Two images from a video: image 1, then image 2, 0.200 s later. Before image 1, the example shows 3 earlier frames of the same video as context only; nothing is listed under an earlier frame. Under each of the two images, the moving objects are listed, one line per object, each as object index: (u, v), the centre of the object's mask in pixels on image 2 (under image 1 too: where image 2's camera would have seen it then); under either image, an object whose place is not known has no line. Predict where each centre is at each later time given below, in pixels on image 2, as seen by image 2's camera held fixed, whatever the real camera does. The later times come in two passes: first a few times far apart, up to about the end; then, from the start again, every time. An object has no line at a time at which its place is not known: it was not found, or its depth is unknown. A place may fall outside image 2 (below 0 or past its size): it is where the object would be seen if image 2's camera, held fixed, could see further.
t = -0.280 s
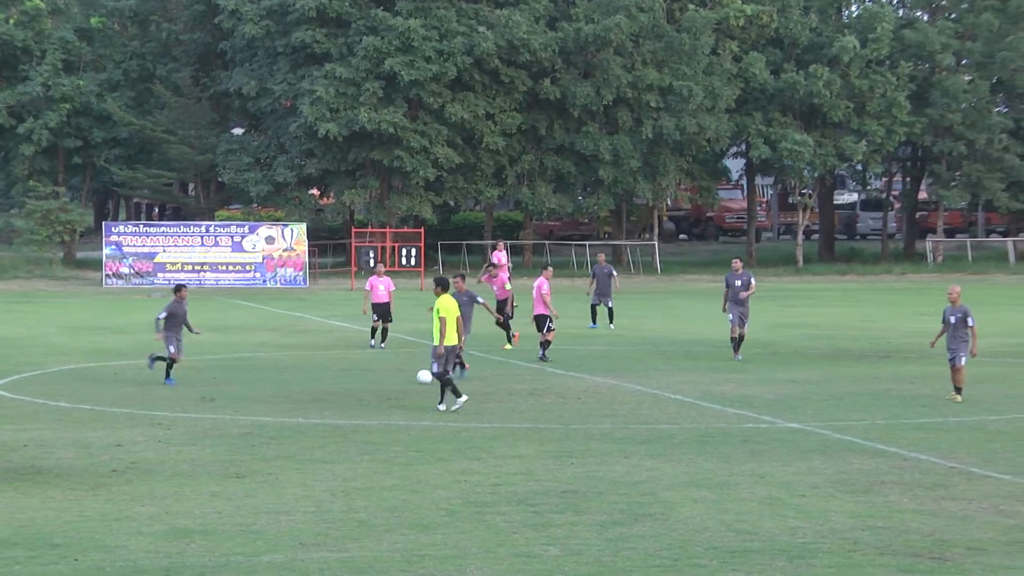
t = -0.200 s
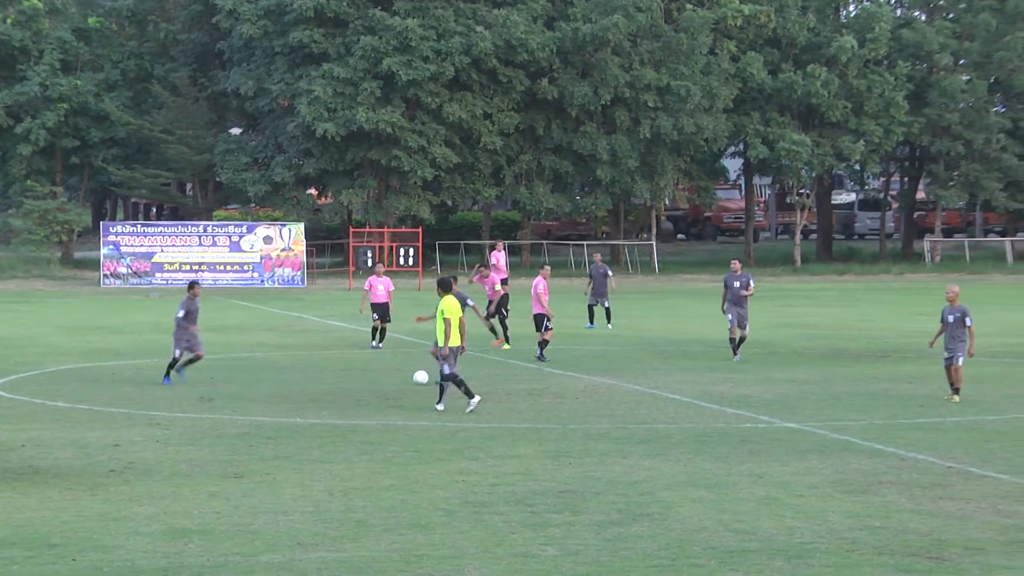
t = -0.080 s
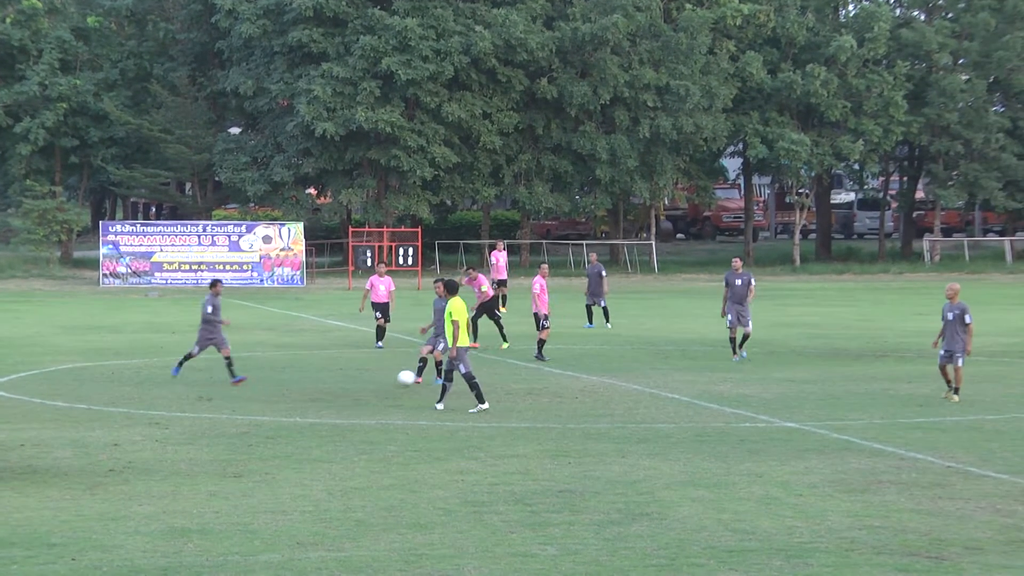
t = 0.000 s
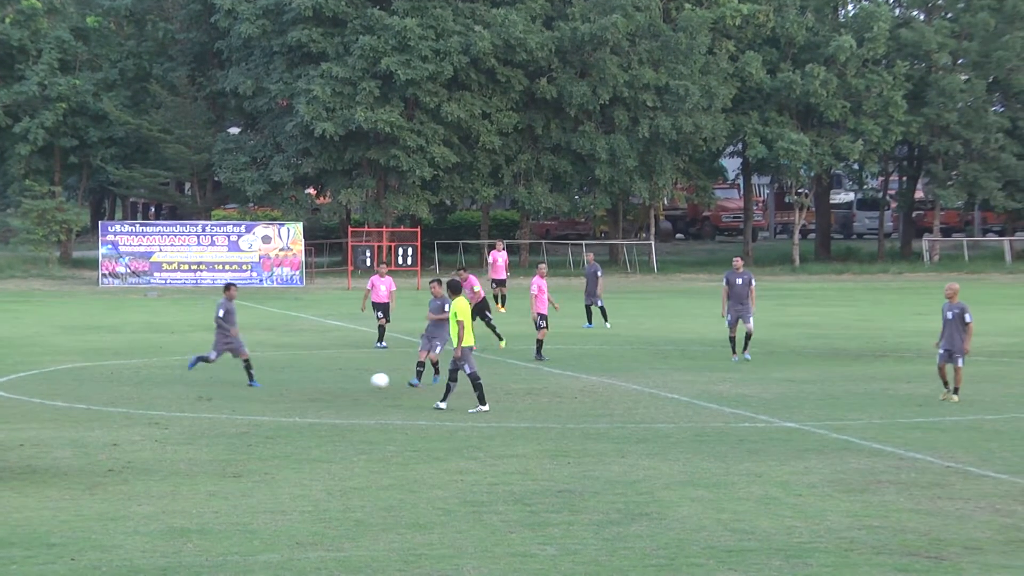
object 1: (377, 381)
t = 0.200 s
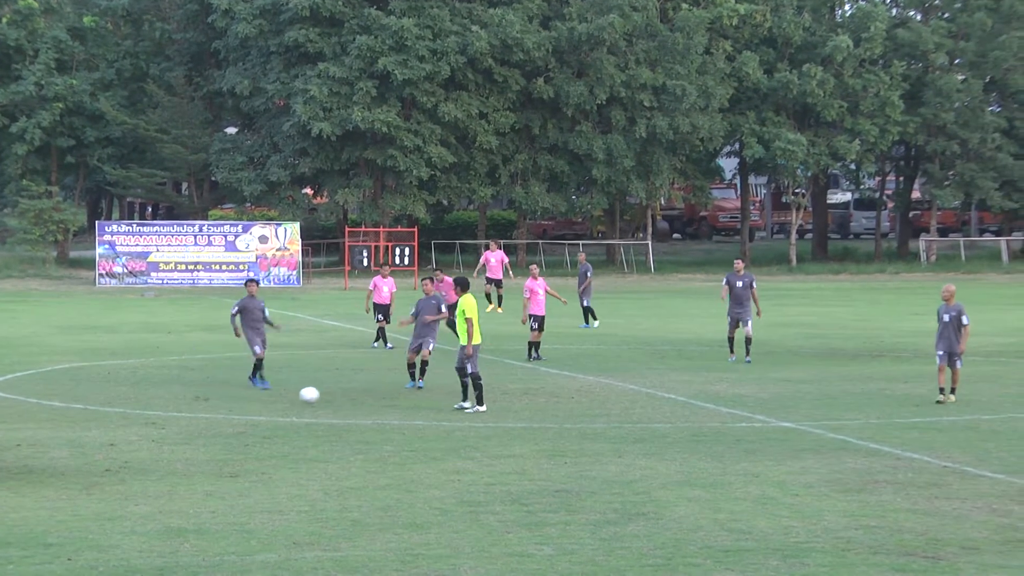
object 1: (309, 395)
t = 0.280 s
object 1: (283, 399)
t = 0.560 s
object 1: (194, 418)
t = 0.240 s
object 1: (296, 396)
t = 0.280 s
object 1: (283, 399)
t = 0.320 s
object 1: (270, 403)
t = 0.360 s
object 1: (256, 408)
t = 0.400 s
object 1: (244, 408)
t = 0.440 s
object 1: (232, 408)
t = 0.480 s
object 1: (219, 410)
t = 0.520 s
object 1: (207, 413)
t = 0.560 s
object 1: (194, 418)
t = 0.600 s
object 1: (181, 422)
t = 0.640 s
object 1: (170, 421)
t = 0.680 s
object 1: (159, 422)
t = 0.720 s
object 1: (148, 424)
